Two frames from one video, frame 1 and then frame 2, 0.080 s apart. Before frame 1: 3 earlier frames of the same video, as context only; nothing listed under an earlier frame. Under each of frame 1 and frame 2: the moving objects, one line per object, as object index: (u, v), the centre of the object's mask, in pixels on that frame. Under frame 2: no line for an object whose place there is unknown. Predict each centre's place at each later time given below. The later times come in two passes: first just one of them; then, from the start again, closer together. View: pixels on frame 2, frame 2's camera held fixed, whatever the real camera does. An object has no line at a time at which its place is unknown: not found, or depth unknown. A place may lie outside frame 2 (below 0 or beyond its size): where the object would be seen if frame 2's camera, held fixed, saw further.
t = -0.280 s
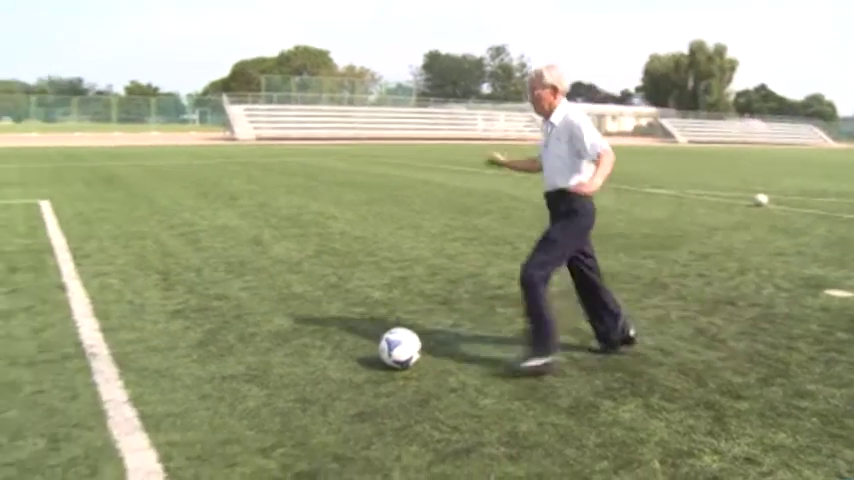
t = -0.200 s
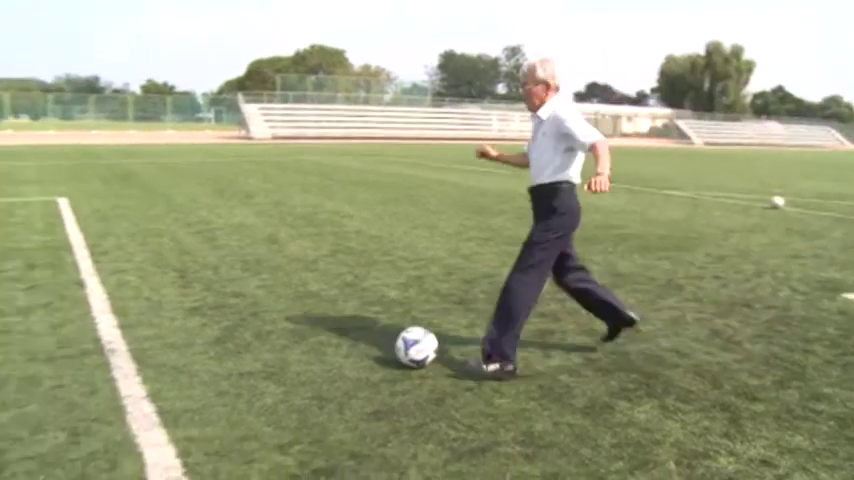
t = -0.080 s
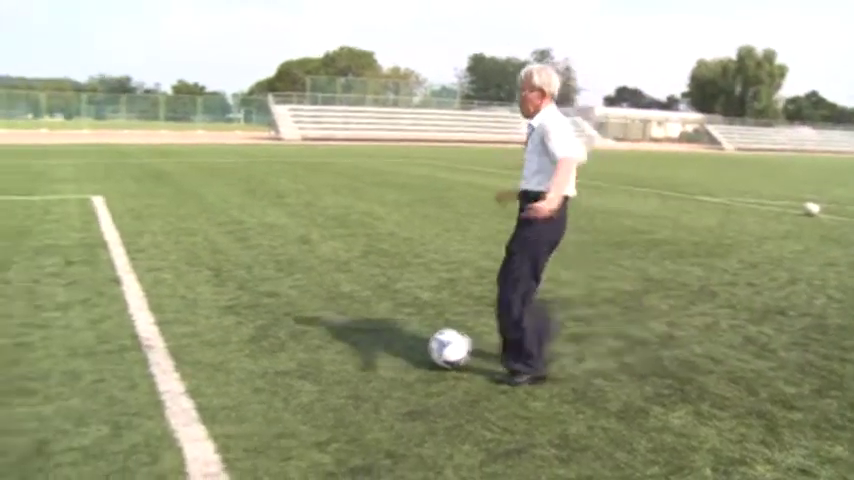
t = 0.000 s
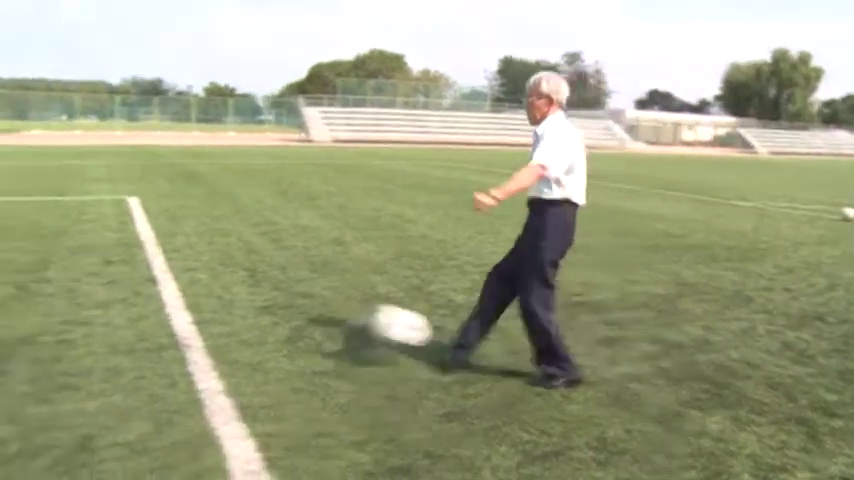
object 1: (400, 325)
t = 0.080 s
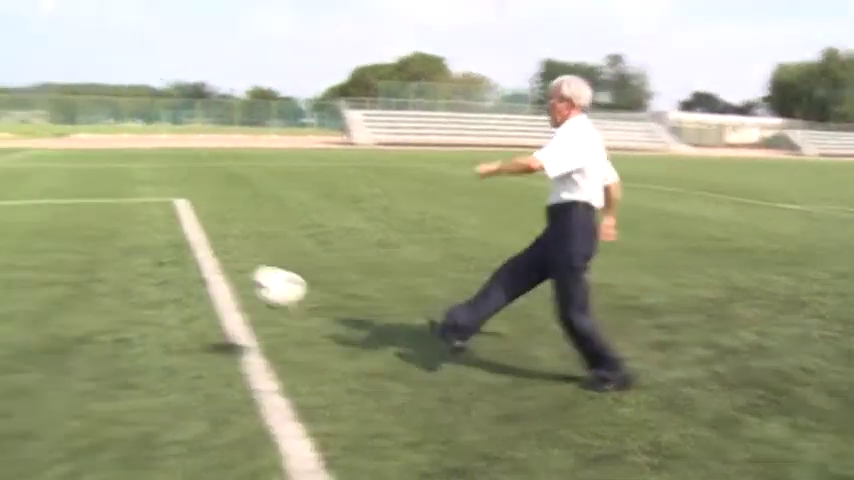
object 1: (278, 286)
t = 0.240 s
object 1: (-51, 233)
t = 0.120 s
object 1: (192, 269)
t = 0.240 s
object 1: (-51, 233)
